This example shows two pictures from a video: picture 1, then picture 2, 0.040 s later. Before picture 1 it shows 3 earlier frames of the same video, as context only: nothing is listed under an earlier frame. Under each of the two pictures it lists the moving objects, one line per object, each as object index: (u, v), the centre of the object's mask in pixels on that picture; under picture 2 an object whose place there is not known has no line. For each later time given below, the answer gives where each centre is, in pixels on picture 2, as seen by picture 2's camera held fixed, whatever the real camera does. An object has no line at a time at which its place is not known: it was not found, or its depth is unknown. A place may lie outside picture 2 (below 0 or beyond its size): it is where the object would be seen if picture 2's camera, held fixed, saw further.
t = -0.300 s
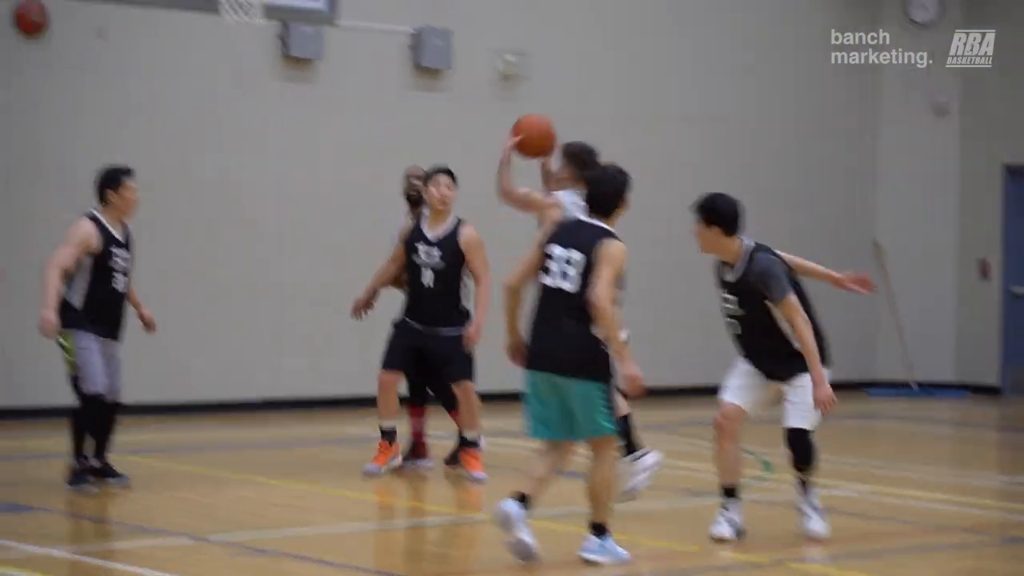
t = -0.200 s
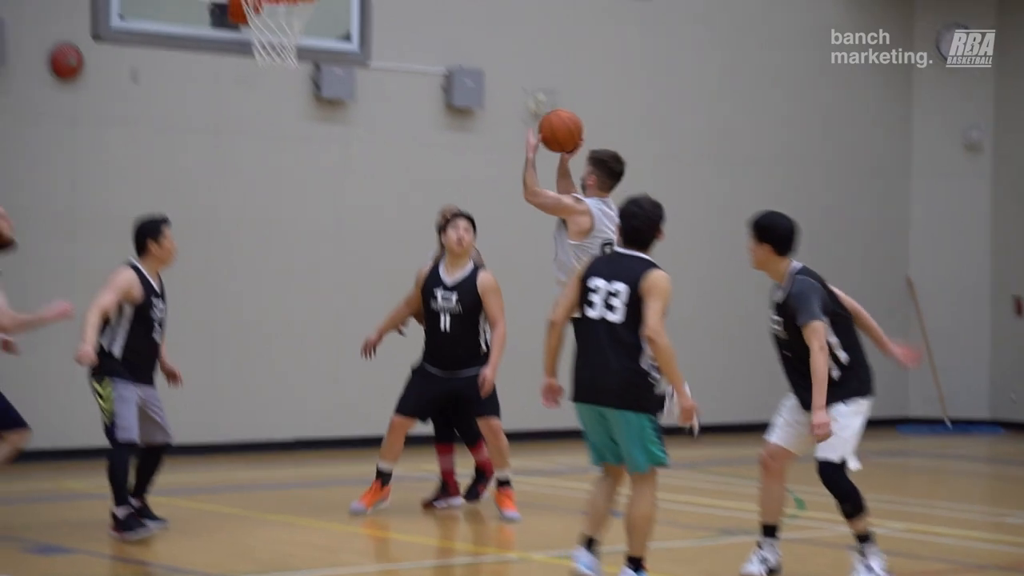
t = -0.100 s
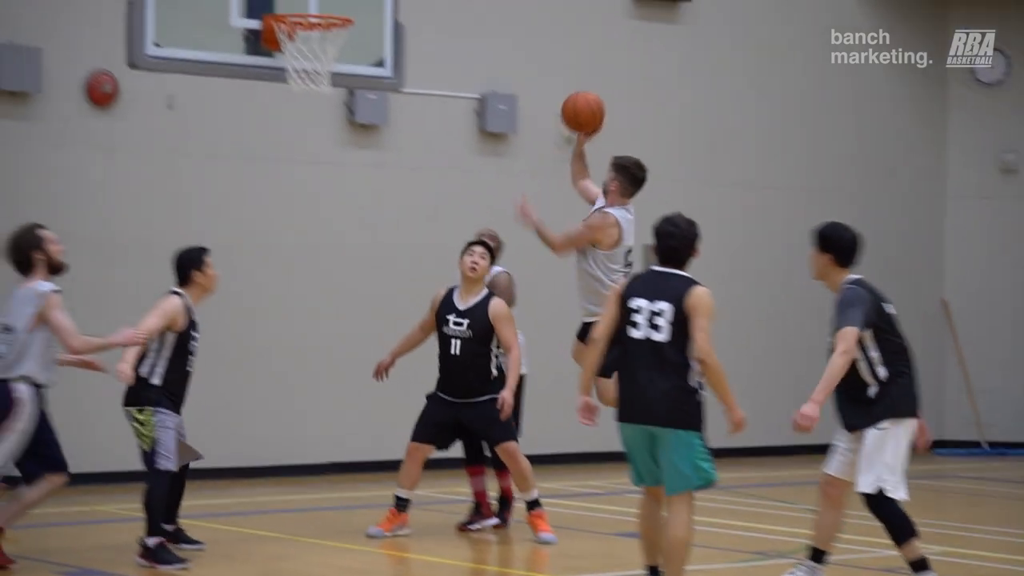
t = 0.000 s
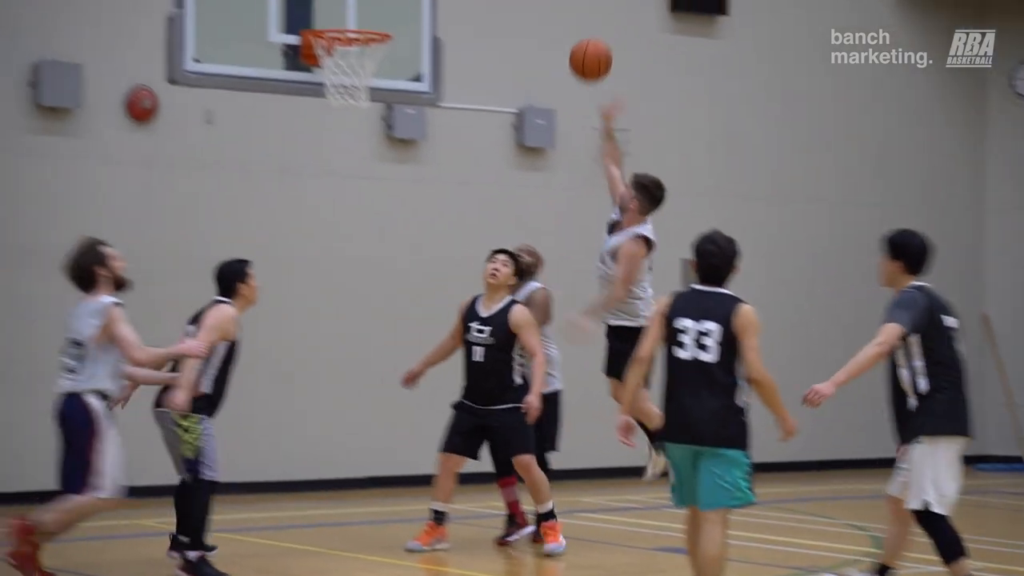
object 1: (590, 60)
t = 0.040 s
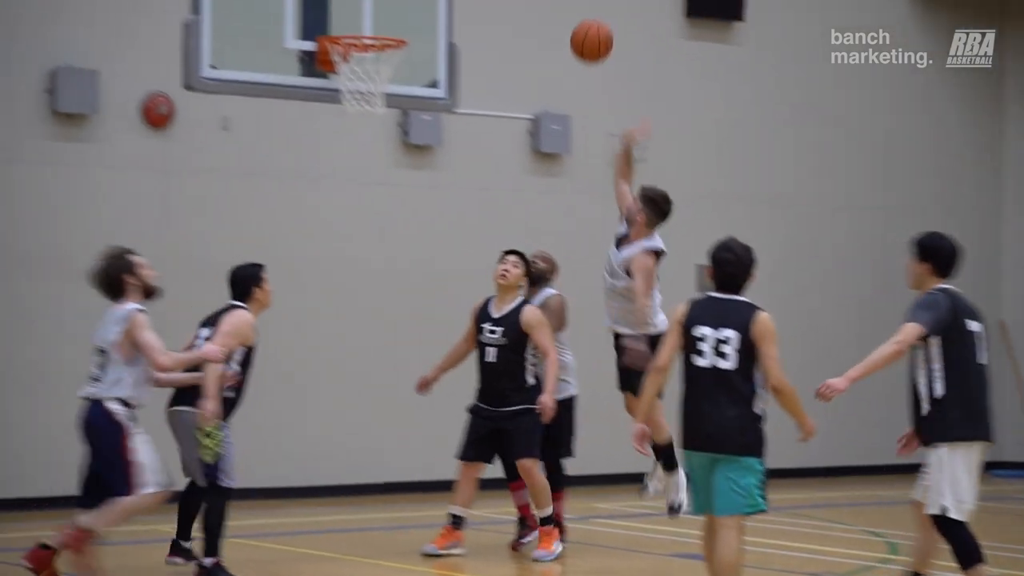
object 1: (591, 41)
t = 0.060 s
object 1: (583, 29)
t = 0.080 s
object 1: (576, 19)
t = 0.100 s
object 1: (568, 10)
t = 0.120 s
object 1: (560, 3)
